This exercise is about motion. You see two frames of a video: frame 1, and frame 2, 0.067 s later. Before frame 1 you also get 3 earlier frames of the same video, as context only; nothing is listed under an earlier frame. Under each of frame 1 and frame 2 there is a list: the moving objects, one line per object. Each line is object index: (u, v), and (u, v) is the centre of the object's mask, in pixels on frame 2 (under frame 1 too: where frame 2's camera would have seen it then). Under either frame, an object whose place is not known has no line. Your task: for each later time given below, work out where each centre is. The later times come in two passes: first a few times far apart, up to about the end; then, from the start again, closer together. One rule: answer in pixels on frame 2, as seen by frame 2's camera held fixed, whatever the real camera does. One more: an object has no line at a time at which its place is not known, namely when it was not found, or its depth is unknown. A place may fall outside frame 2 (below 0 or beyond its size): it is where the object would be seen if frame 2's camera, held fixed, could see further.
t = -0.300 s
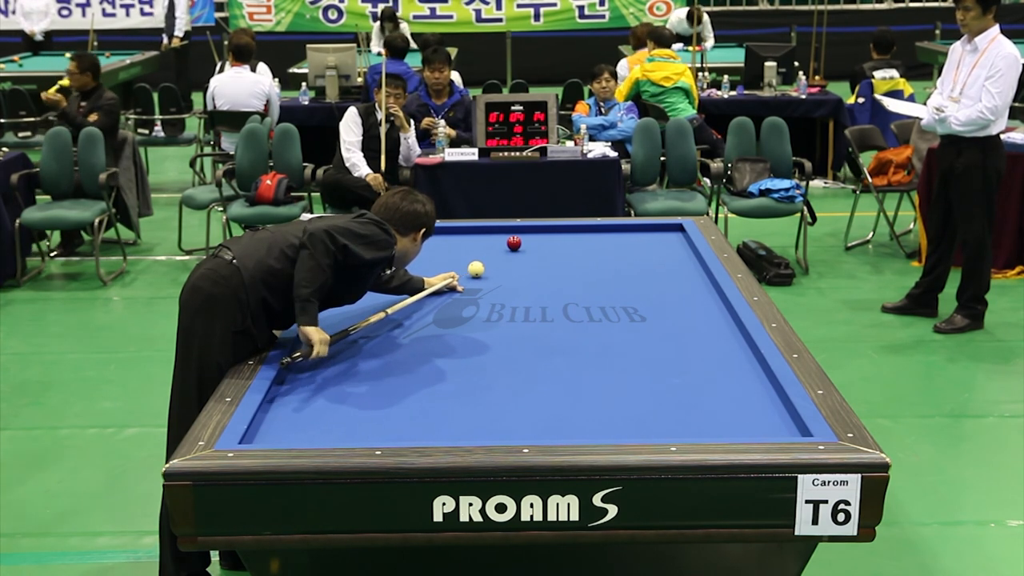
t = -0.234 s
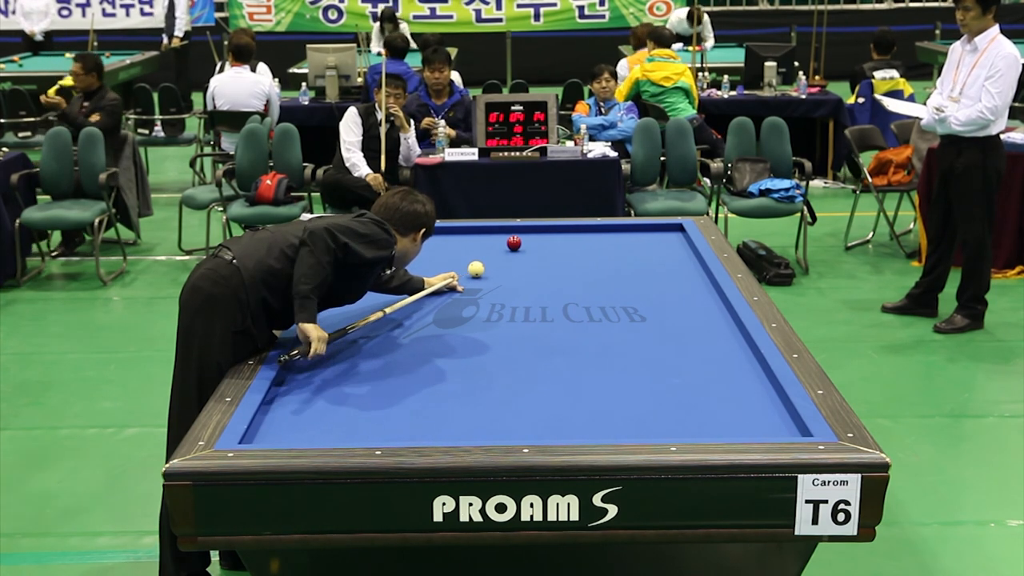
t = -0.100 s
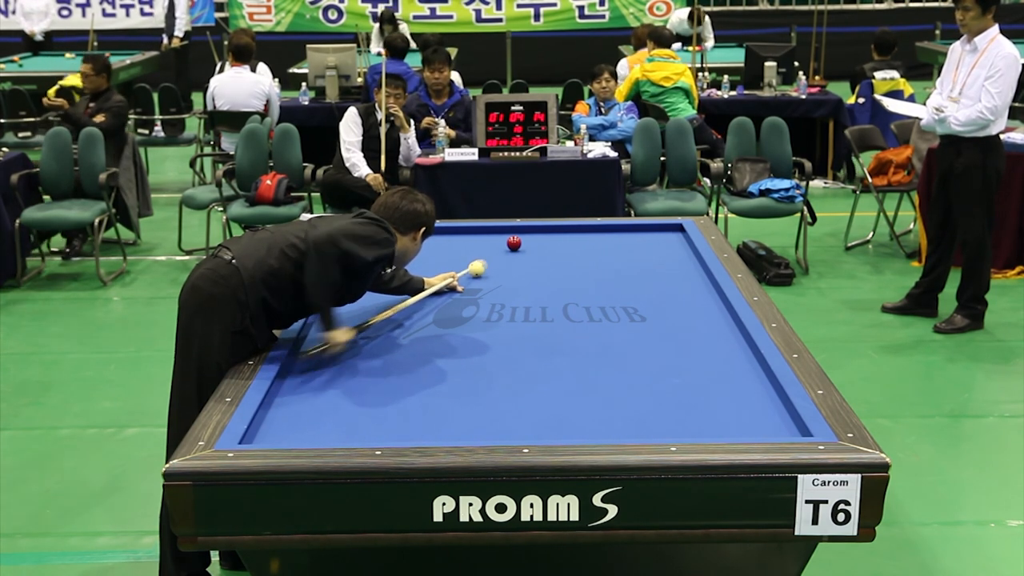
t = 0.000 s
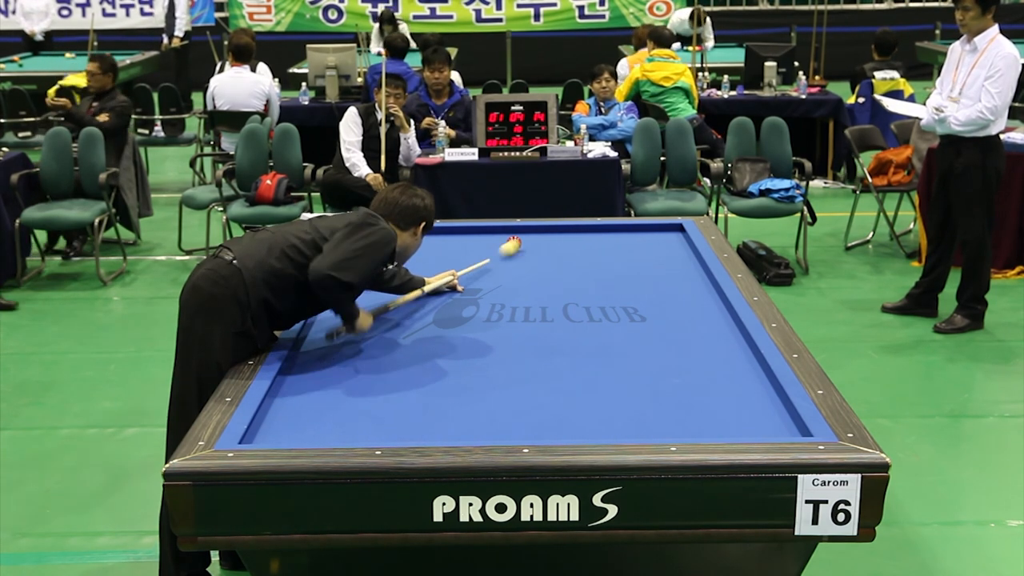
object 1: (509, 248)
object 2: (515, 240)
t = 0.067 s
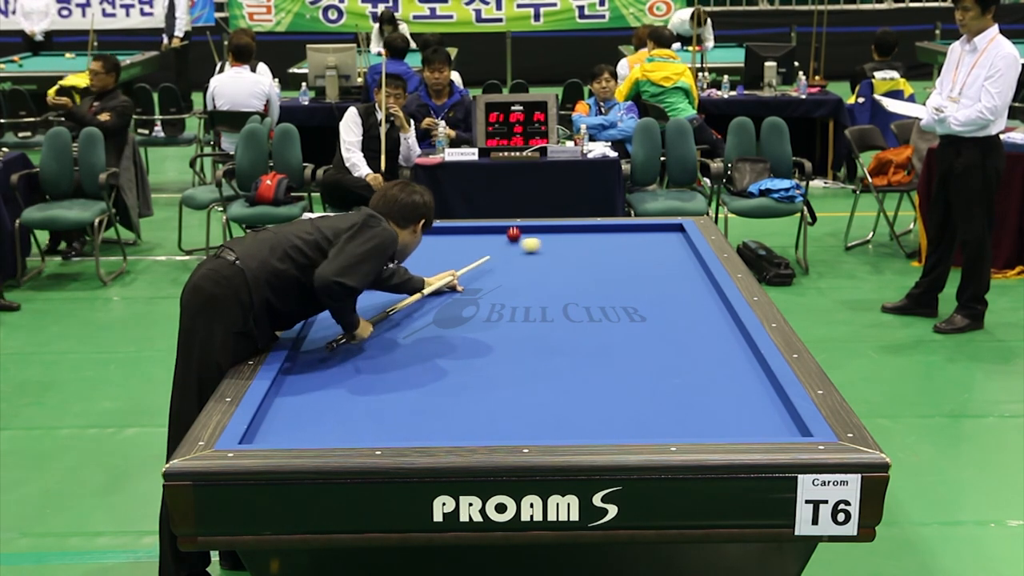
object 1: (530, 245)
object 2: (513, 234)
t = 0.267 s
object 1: (584, 240)
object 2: (518, 244)
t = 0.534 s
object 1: (646, 233)
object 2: (527, 275)
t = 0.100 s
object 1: (540, 244)
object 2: (513, 229)
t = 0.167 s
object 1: (559, 243)
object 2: (515, 233)
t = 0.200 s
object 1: (568, 242)
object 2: (516, 236)
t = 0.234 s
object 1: (576, 241)
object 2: (517, 240)
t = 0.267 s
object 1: (584, 240)
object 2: (518, 244)
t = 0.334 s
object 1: (600, 239)
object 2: (520, 252)
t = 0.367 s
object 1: (608, 238)
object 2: (521, 256)
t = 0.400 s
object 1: (616, 237)
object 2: (522, 260)
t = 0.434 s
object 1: (623, 236)
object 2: (523, 264)
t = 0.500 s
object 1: (639, 234)
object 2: (526, 271)
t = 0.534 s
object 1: (646, 233)
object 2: (527, 275)
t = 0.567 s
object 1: (654, 232)
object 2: (528, 278)
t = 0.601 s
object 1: (661, 232)
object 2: (529, 282)
